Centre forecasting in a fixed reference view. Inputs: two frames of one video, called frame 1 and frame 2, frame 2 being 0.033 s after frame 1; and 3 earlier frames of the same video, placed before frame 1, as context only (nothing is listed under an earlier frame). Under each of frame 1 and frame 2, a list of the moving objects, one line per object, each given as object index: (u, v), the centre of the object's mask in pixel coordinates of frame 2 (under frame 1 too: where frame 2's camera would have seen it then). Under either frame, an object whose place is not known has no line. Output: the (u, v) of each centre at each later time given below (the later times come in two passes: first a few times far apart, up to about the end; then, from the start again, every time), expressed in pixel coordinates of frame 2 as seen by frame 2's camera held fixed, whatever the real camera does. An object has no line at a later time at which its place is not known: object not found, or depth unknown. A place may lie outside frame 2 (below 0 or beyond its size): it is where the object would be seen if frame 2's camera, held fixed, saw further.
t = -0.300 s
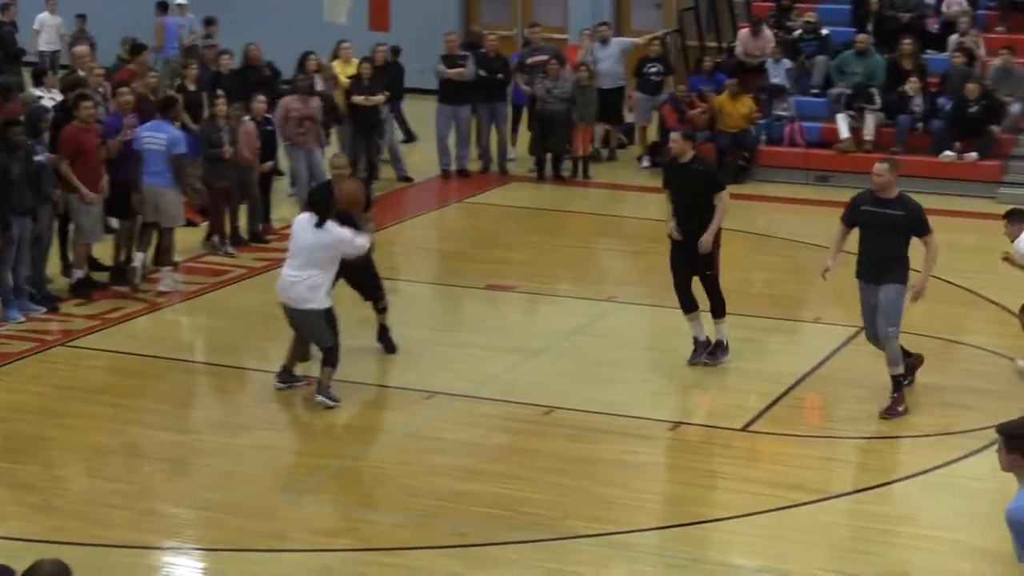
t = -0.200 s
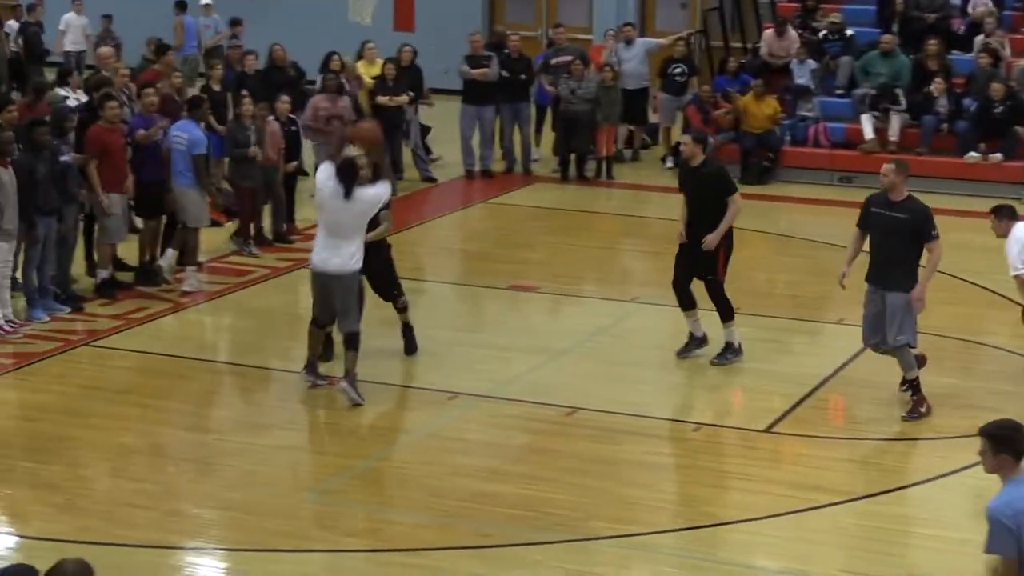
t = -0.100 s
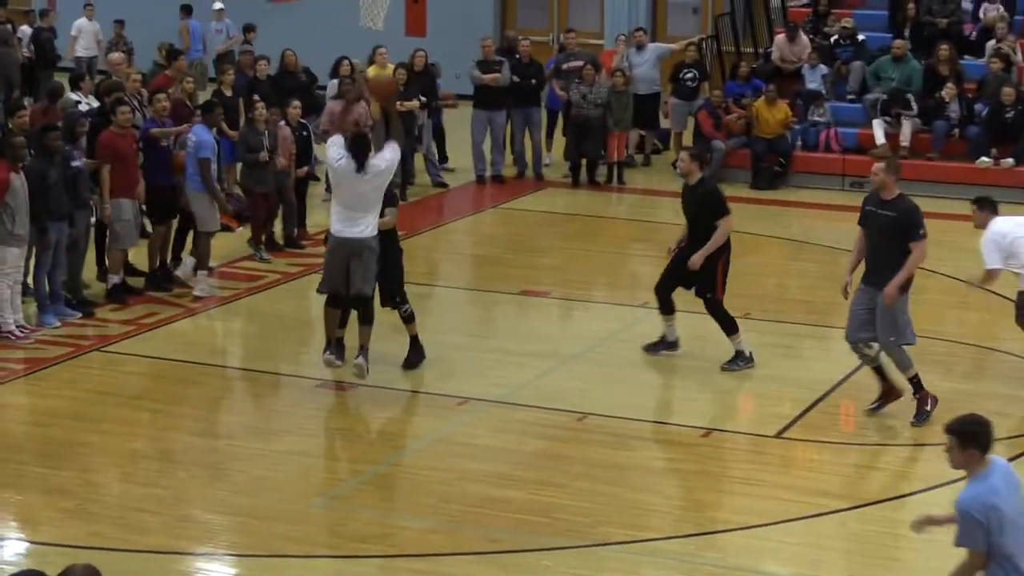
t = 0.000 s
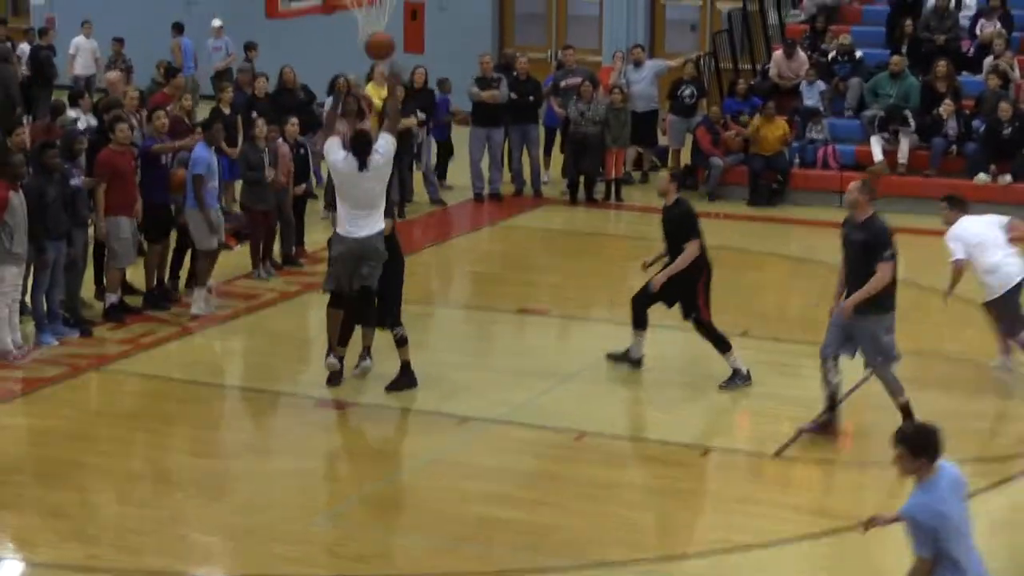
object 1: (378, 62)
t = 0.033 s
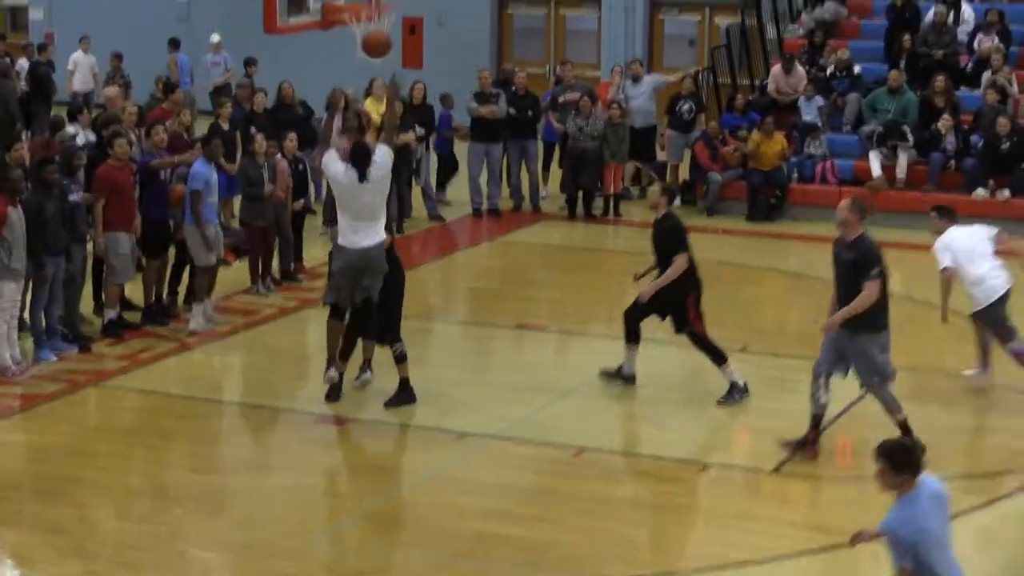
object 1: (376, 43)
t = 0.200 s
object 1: (366, -25)
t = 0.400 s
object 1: (354, -56)
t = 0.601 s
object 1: (344, -37)
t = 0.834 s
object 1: (346, -40)
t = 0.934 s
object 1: (352, -51)
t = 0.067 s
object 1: (374, 27)
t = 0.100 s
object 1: (372, 11)
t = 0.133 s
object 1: (370, -2)
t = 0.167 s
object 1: (368, -14)
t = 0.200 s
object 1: (366, -25)
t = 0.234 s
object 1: (364, -34)
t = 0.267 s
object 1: (362, -41)
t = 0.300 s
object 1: (360, -47)
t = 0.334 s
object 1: (358, -51)
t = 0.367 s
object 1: (356, -55)
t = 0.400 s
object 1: (354, -56)
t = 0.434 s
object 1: (353, -56)
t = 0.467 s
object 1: (351, -55)
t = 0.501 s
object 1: (350, -52)
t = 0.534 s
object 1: (348, -49)
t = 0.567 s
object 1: (346, -43)
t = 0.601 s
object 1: (344, -37)
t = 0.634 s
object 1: (343, -29)
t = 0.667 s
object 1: (341, -20)
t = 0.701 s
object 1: (340, -11)
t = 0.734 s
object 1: (341, -19)
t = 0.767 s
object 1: (343, -27)
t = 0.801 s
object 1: (344, -34)
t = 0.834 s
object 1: (346, -40)
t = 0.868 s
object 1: (348, -45)
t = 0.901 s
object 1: (350, -49)
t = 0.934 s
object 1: (352, -51)
